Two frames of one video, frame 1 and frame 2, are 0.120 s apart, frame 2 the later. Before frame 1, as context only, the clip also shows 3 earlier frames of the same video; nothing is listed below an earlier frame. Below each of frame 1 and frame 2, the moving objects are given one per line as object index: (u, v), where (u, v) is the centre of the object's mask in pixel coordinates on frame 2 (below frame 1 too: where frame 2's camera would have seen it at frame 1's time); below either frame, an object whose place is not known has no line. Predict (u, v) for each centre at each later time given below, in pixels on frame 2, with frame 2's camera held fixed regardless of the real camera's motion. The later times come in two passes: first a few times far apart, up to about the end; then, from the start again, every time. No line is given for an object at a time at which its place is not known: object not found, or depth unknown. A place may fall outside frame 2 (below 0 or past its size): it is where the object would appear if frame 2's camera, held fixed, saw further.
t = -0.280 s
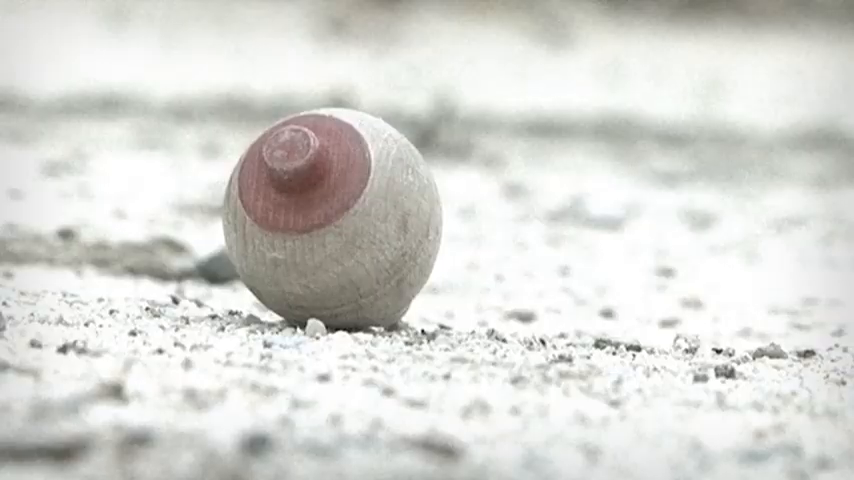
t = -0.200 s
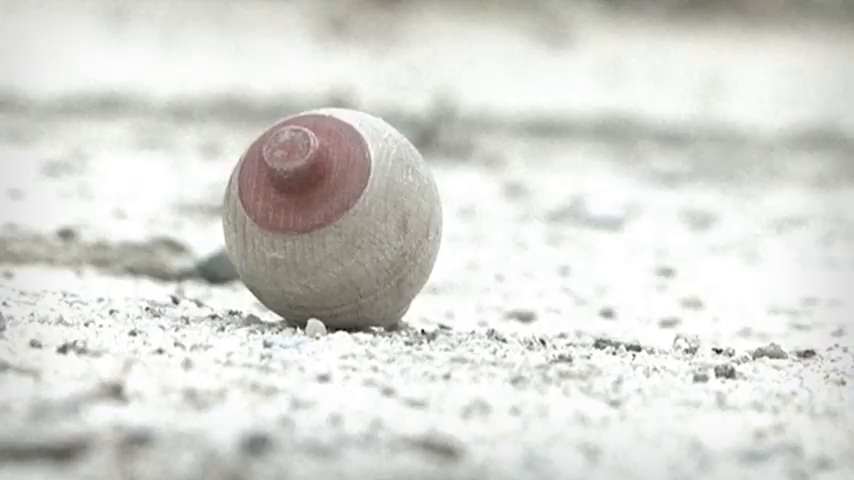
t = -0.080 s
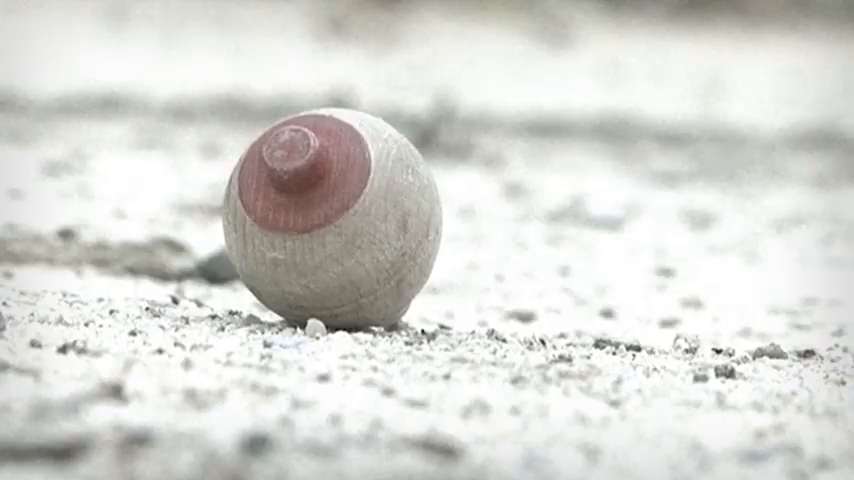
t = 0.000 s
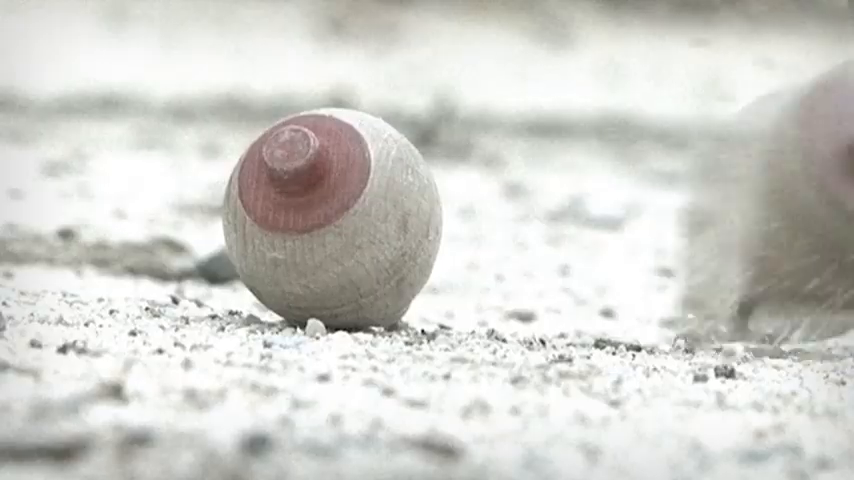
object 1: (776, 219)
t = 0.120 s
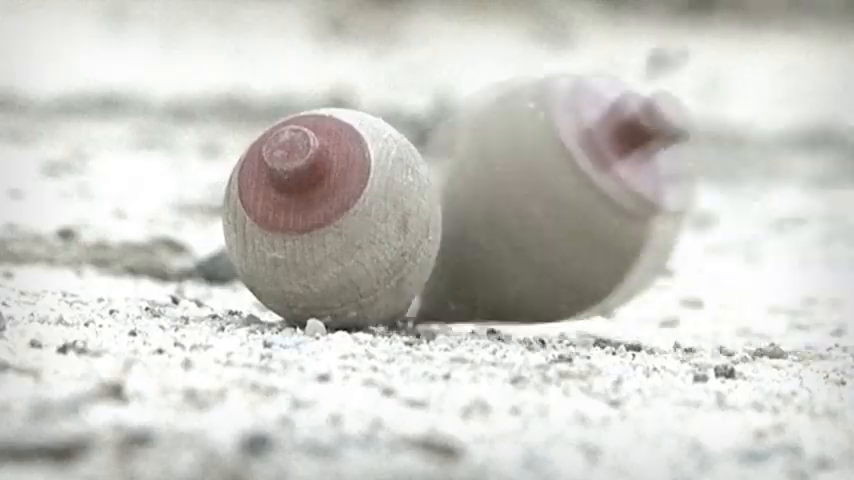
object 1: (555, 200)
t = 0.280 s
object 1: (487, 187)
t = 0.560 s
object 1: (460, 149)
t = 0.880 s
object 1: (439, 135)
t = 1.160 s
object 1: (522, 177)
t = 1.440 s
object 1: (524, 180)
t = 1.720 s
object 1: (302, 90)
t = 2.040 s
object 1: (89, 137)
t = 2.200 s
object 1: (56, 115)
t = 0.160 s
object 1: (521, 190)
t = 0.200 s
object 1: (505, 193)
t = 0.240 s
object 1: (491, 186)
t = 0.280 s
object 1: (487, 187)
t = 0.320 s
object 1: (486, 192)
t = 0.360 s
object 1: (486, 185)
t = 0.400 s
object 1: (483, 184)
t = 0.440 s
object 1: (477, 172)
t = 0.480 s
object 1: (469, 167)
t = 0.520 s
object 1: (463, 160)
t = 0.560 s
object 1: (460, 149)
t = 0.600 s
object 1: (459, 153)
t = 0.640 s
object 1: (453, 140)
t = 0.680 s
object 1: (445, 143)
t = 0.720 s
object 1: (433, 132)
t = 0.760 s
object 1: (420, 122)
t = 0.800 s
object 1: (420, 122)
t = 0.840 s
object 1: (426, 124)
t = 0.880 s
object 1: (439, 135)
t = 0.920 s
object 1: (451, 145)
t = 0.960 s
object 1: (460, 153)
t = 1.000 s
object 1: (470, 160)
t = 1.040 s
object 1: (484, 169)
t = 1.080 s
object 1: (502, 172)
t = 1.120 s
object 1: (515, 176)
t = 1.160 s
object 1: (522, 177)
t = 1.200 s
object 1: (528, 178)
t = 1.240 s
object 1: (534, 182)
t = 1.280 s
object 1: (540, 180)
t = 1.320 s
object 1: (544, 184)
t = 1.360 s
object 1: (543, 183)
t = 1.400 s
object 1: (537, 183)
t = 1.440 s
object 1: (524, 180)
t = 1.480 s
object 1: (506, 174)
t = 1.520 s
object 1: (484, 161)
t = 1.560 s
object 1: (458, 147)
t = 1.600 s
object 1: (426, 130)
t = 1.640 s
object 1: (380, 108)
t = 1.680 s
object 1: (341, 96)
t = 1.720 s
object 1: (302, 90)
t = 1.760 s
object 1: (263, 104)
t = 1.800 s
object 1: (226, 125)
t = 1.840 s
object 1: (195, 136)
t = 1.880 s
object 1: (167, 137)
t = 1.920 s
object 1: (147, 142)
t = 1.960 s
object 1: (127, 141)
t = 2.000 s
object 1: (105, 138)
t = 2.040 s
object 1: (89, 137)
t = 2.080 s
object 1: (86, 134)
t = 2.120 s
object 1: (80, 127)
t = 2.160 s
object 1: (68, 122)
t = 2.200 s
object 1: (56, 115)
